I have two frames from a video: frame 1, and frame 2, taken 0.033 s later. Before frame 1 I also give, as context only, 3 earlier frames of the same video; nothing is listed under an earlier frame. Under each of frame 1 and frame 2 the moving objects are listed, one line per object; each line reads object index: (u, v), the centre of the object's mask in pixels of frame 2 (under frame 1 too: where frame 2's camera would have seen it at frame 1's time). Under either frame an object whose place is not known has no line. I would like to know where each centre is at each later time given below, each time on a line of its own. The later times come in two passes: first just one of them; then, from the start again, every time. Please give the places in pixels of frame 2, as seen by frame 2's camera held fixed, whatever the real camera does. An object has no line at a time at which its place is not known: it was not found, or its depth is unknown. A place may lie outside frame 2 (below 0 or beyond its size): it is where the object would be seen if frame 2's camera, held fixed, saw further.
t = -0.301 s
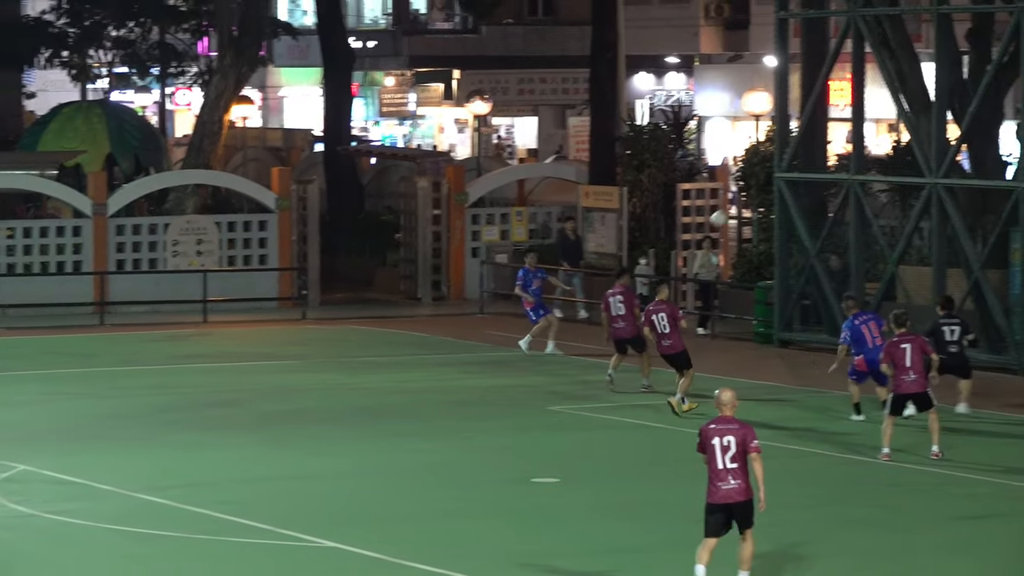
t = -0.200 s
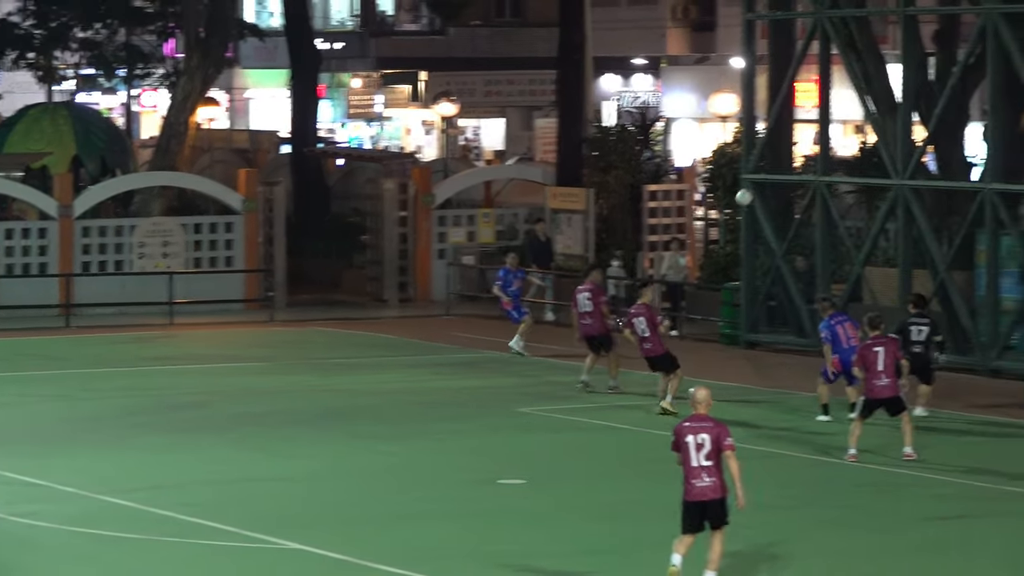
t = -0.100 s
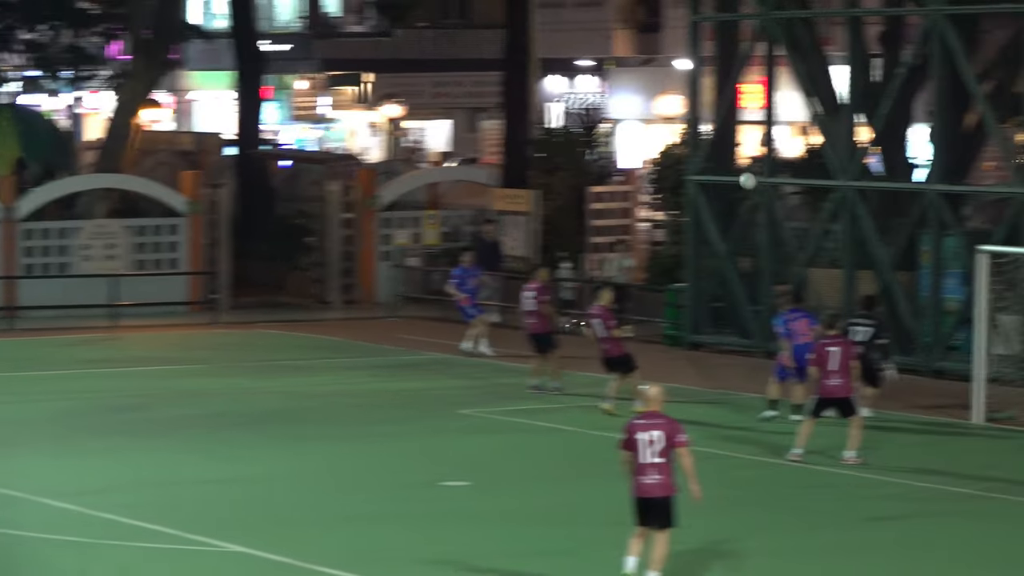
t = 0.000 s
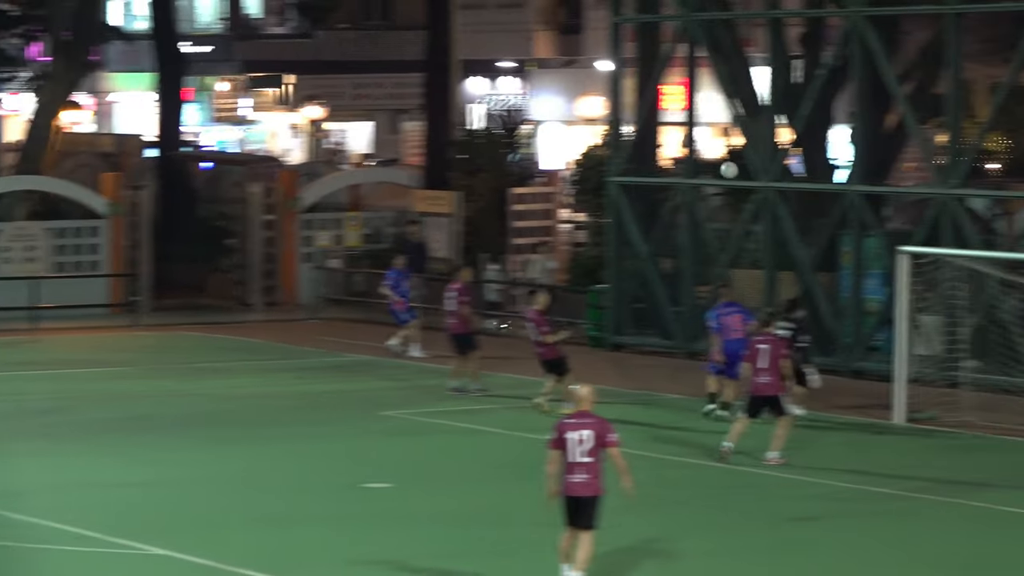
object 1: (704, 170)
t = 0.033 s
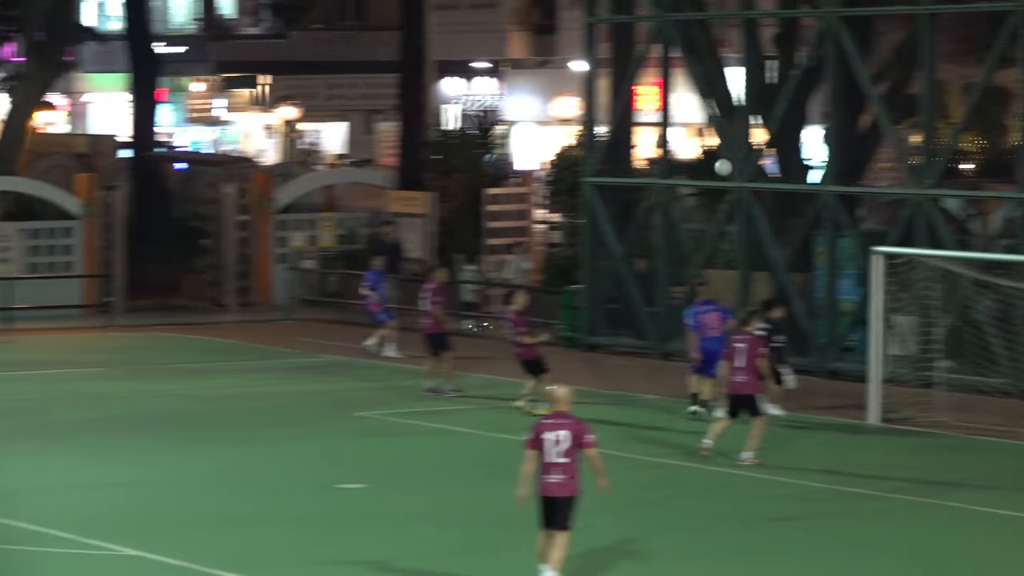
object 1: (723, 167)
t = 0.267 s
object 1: (866, 167)
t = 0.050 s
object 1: (733, 166)
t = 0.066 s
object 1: (743, 165)
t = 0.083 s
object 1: (753, 165)
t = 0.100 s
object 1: (762, 164)
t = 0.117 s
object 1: (774, 164)
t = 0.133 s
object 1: (784, 163)
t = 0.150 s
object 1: (794, 163)
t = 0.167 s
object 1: (803, 163)
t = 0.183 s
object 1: (815, 164)
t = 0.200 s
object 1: (826, 164)
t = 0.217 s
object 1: (835, 164)
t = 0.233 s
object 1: (845, 165)
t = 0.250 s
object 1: (856, 166)
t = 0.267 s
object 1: (866, 167)
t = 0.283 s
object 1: (876, 168)
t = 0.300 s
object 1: (886, 170)
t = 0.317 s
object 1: (895, 172)
